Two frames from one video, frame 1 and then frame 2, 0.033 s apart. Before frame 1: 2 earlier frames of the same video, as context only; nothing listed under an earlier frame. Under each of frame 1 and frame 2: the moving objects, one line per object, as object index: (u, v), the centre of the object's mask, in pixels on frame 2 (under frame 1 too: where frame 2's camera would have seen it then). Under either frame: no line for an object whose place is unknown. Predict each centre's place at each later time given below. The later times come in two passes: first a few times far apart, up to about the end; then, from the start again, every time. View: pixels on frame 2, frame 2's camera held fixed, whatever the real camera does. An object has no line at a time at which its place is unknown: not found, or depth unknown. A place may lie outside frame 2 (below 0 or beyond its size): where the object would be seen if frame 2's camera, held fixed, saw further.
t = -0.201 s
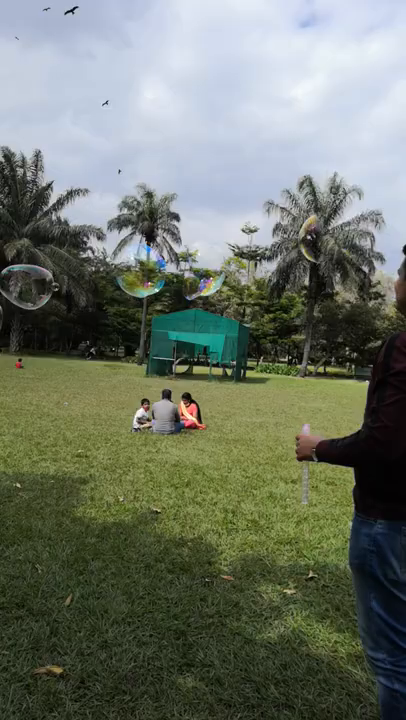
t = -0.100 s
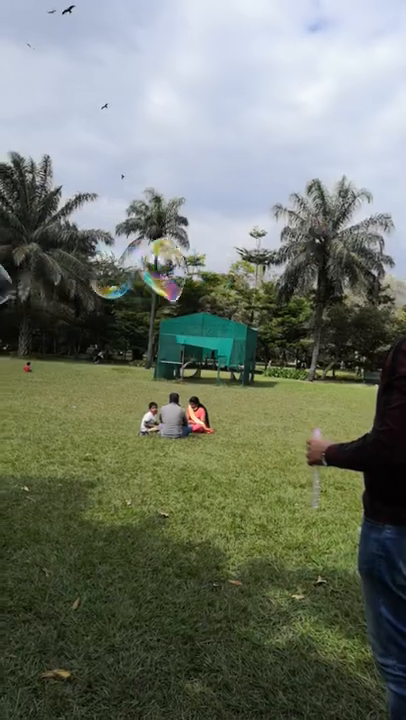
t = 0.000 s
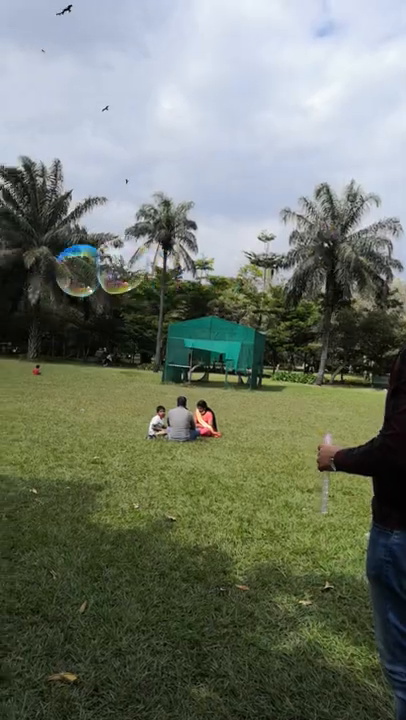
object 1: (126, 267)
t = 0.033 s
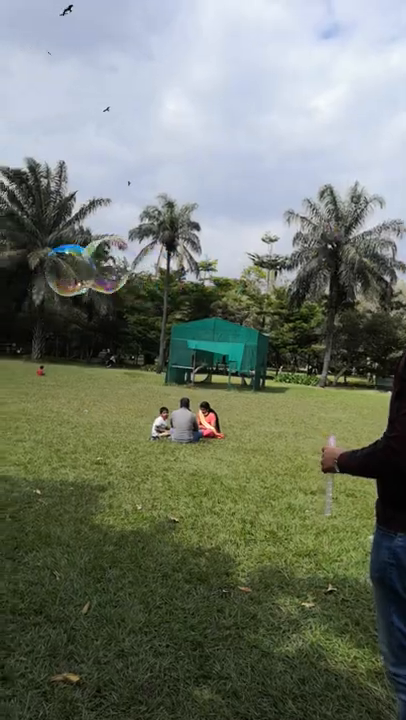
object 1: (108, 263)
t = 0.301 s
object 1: (-29, 245)
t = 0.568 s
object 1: (-188, 217)
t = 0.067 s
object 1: (92, 262)
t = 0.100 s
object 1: (79, 257)
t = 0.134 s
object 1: (64, 253)
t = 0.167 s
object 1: (46, 253)
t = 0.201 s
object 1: (24, 251)
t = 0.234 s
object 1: (8, 249)
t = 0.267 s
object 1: (-11, 247)
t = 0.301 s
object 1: (-29, 245)
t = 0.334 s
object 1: (-47, 242)
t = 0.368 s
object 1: (-68, 243)
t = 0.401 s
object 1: (-86, 240)
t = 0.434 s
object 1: (-101, 232)
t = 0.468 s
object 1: (-121, 228)
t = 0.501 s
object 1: (-147, 227)
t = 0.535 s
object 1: (-169, 220)
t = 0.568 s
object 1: (-188, 217)
